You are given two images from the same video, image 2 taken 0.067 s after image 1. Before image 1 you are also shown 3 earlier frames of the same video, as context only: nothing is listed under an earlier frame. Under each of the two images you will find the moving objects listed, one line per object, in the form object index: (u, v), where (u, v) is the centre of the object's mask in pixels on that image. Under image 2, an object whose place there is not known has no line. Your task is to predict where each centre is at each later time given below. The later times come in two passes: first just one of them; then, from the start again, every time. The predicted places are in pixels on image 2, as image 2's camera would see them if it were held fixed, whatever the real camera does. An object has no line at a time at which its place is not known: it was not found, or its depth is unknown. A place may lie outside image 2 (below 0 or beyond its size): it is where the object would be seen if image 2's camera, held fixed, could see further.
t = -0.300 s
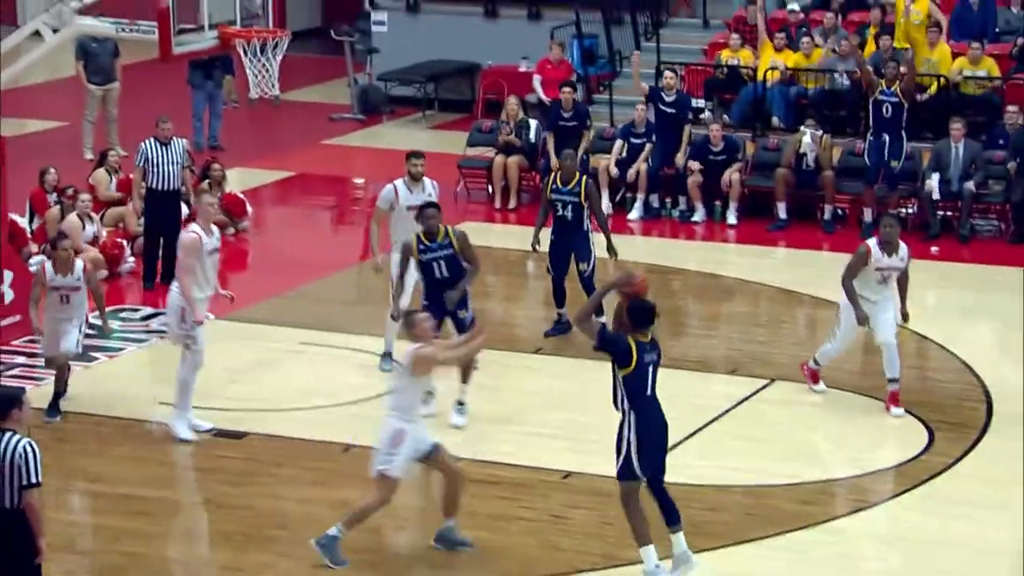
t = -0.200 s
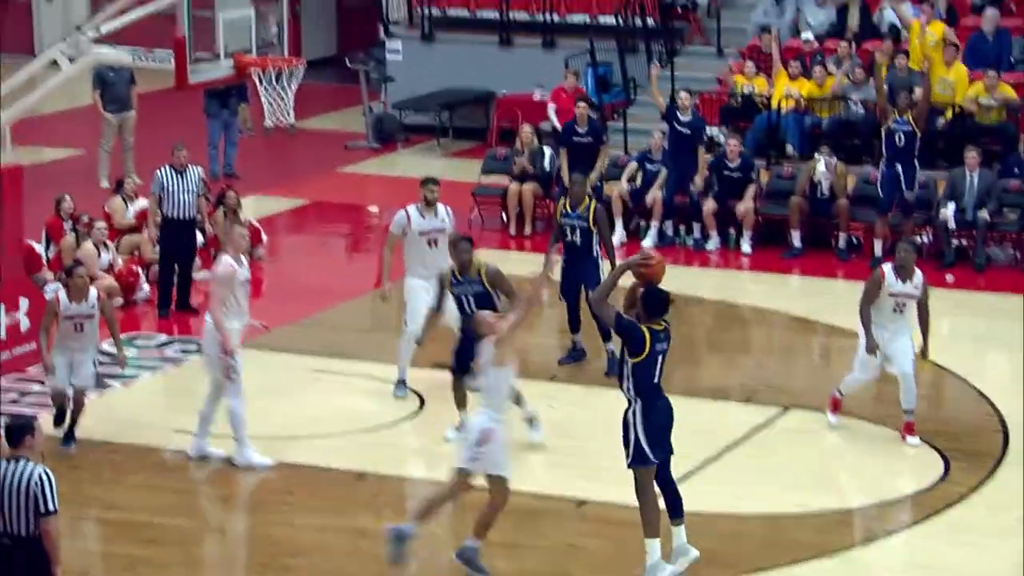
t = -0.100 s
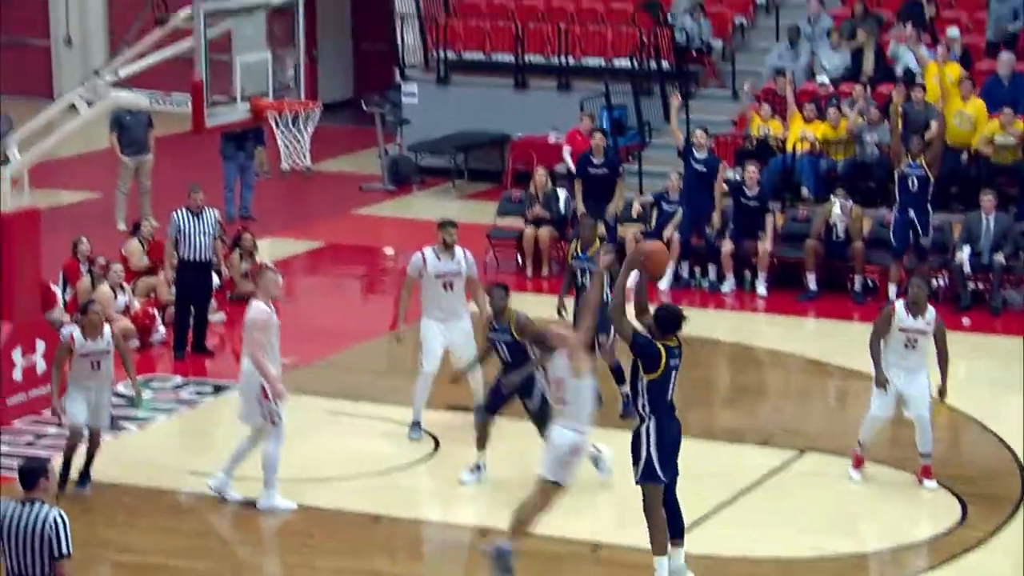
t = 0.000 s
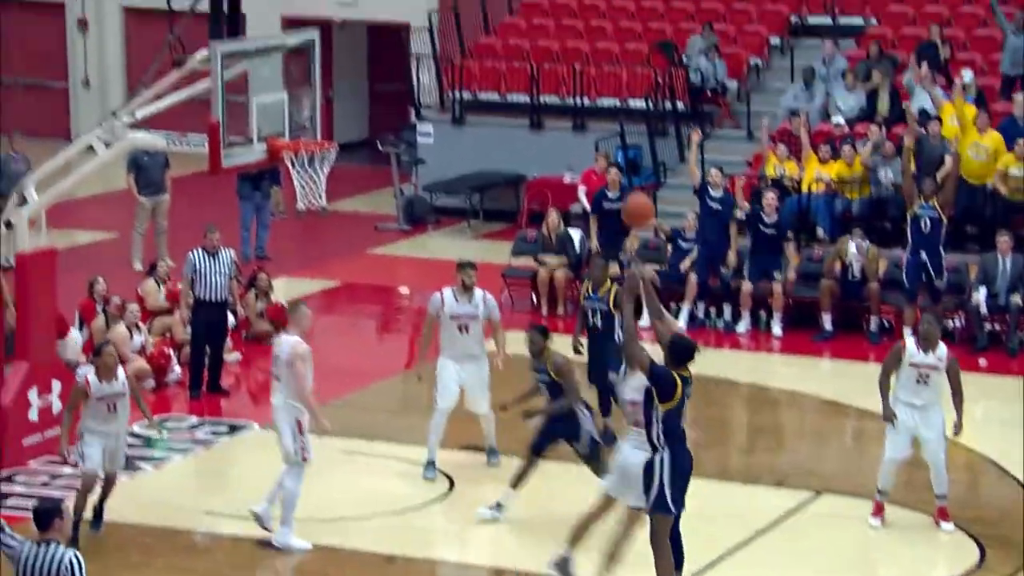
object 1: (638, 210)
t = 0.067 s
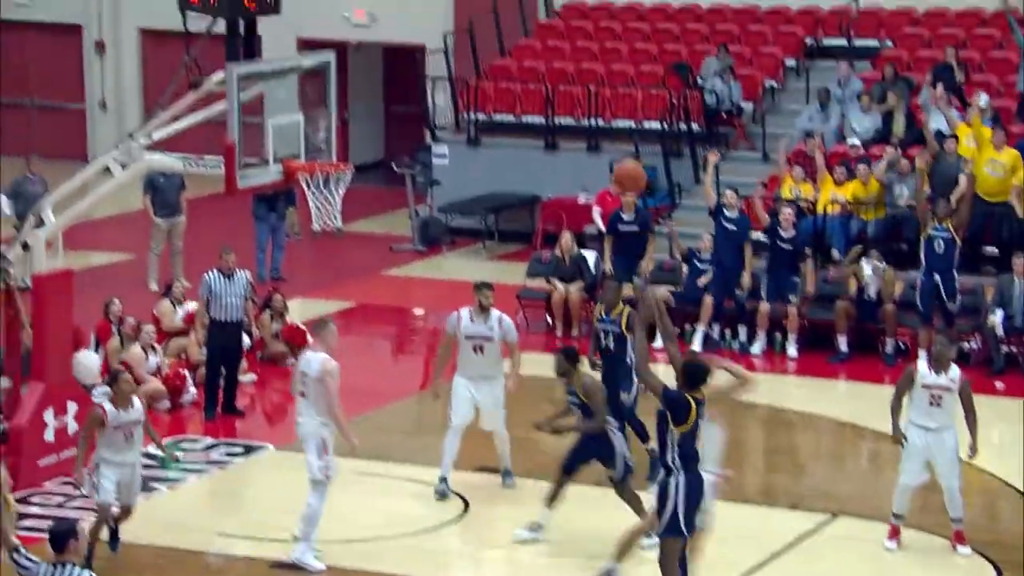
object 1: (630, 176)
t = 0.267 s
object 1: (566, 56)
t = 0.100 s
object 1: (618, 151)
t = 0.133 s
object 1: (607, 129)
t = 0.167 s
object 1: (598, 108)
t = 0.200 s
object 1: (586, 91)
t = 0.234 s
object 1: (577, 71)
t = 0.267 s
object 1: (566, 56)
